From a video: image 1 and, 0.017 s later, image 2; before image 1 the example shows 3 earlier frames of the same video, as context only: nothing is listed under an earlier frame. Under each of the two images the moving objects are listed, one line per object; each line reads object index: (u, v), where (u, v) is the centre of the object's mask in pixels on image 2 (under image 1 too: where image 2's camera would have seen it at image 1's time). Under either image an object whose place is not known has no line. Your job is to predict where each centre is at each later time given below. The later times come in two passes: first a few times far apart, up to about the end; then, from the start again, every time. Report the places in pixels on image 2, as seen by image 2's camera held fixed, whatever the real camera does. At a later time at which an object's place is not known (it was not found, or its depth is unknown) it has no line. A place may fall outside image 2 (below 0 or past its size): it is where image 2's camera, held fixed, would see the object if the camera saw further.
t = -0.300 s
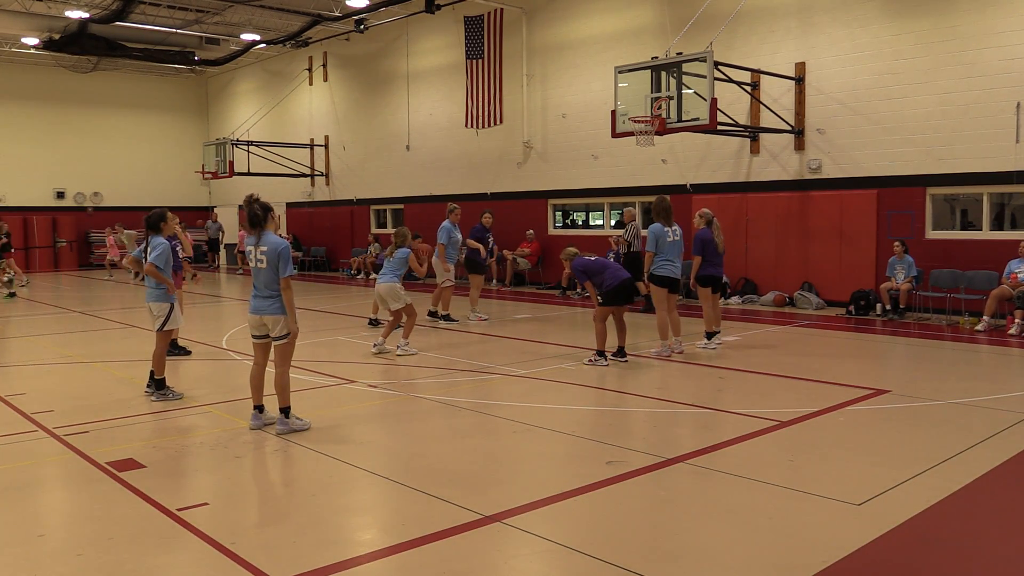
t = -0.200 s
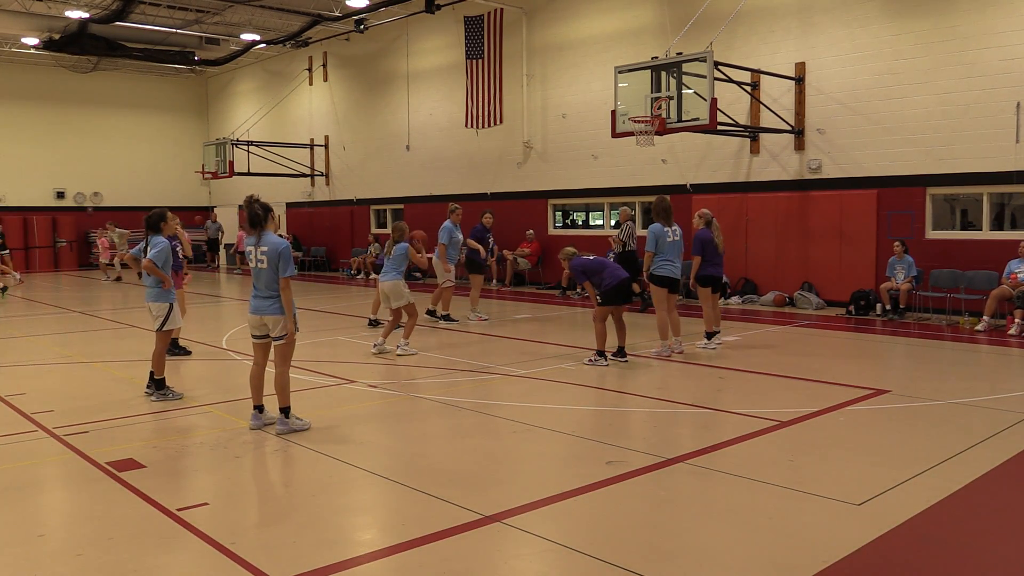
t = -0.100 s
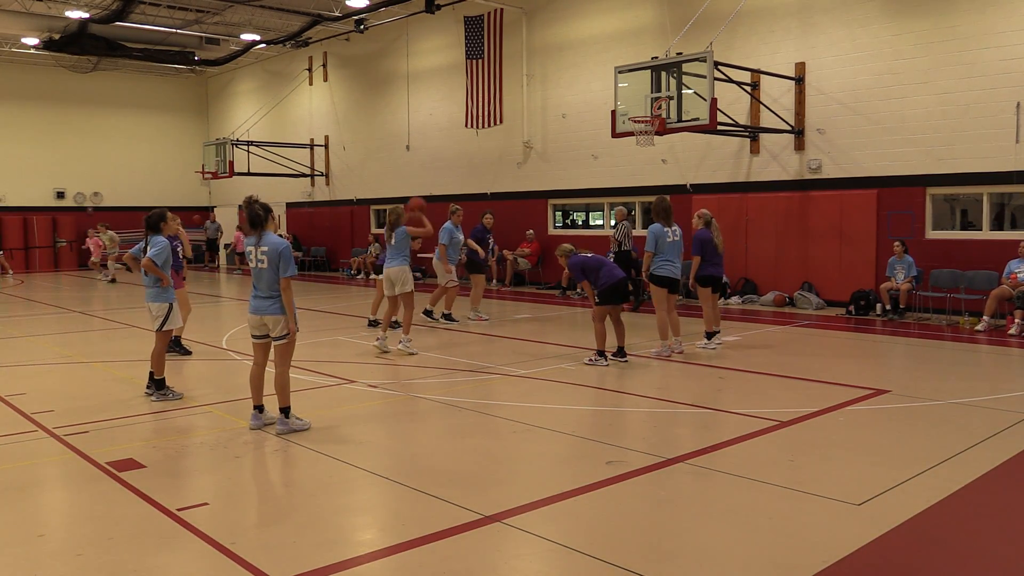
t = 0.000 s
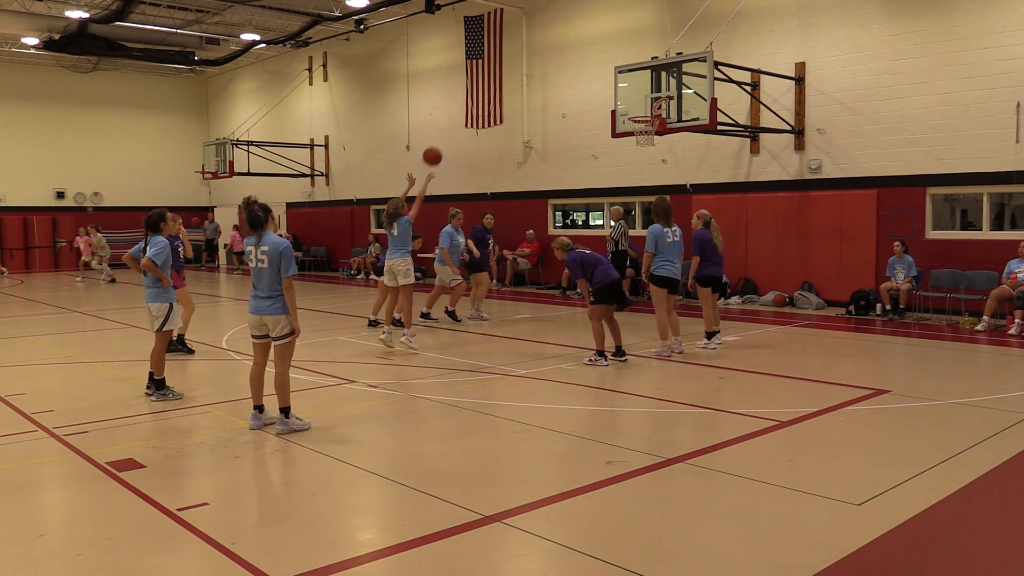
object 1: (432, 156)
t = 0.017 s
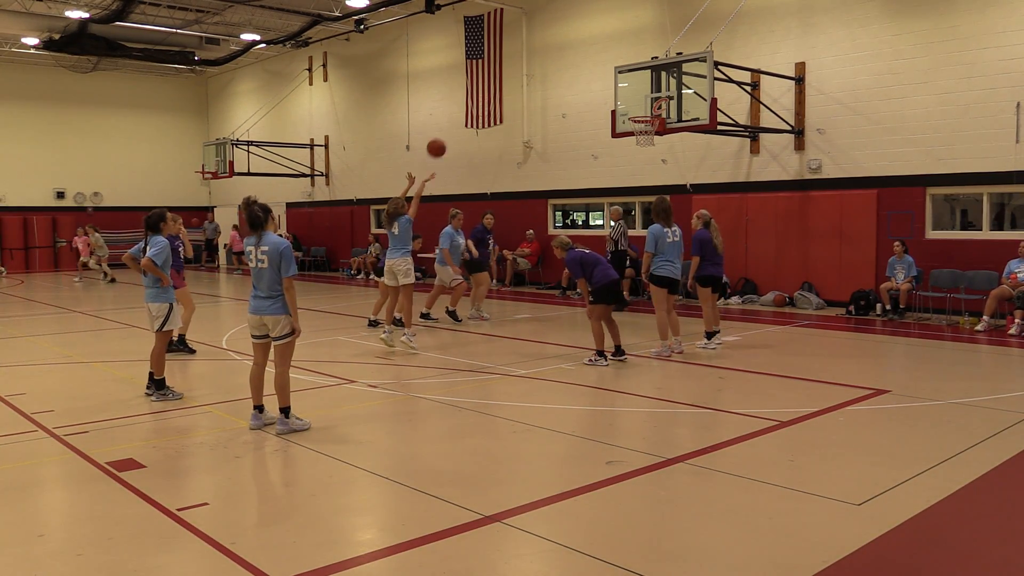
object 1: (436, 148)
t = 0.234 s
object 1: (485, 65)
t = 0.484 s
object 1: (536, 22)
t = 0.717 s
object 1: (579, 25)
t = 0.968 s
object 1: (620, 70)
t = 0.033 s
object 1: (440, 139)
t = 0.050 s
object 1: (444, 132)
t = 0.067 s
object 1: (448, 125)
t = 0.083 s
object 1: (452, 117)
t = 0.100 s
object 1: (456, 111)
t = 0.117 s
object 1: (459, 104)
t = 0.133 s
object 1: (463, 98)
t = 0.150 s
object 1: (467, 91)
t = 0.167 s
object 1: (470, 85)
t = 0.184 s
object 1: (475, 81)
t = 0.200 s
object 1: (478, 75)
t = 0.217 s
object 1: (482, 70)
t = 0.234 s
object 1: (485, 65)
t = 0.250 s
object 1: (490, 60)
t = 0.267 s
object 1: (493, 56)
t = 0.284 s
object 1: (496, 52)
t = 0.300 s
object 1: (500, 48)
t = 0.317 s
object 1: (503, 45)
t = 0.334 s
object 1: (506, 41)
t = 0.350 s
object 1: (510, 39)
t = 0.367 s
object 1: (513, 36)
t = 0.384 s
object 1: (517, 33)
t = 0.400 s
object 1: (520, 30)
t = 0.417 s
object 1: (523, 28)
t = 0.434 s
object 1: (526, 27)
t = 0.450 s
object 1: (529, 25)
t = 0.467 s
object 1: (533, 23)
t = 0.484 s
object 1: (536, 22)
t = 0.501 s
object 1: (539, 21)
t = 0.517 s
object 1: (542, 20)
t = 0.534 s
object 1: (546, 19)
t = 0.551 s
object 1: (549, 19)
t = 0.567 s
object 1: (552, 19)
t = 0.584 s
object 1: (555, 19)
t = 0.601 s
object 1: (558, 19)
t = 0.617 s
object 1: (561, 19)
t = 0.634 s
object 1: (564, 20)
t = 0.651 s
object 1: (567, 20)
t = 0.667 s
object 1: (570, 21)
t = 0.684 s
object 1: (573, 23)
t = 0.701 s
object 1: (576, 24)
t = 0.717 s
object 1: (579, 25)
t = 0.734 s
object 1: (581, 27)
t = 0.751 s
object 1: (584, 29)
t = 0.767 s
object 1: (587, 31)
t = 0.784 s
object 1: (590, 33)
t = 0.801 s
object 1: (593, 36)
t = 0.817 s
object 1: (596, 38)
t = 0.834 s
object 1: (598, 41)
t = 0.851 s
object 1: (601, 44)
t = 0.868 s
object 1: (604, 47)
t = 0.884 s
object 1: (606, 51)
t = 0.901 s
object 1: (609, 54)
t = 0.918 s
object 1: (612, 58)
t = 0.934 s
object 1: (614, 62)
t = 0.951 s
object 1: (617, 66)
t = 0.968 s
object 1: (620, 70)
